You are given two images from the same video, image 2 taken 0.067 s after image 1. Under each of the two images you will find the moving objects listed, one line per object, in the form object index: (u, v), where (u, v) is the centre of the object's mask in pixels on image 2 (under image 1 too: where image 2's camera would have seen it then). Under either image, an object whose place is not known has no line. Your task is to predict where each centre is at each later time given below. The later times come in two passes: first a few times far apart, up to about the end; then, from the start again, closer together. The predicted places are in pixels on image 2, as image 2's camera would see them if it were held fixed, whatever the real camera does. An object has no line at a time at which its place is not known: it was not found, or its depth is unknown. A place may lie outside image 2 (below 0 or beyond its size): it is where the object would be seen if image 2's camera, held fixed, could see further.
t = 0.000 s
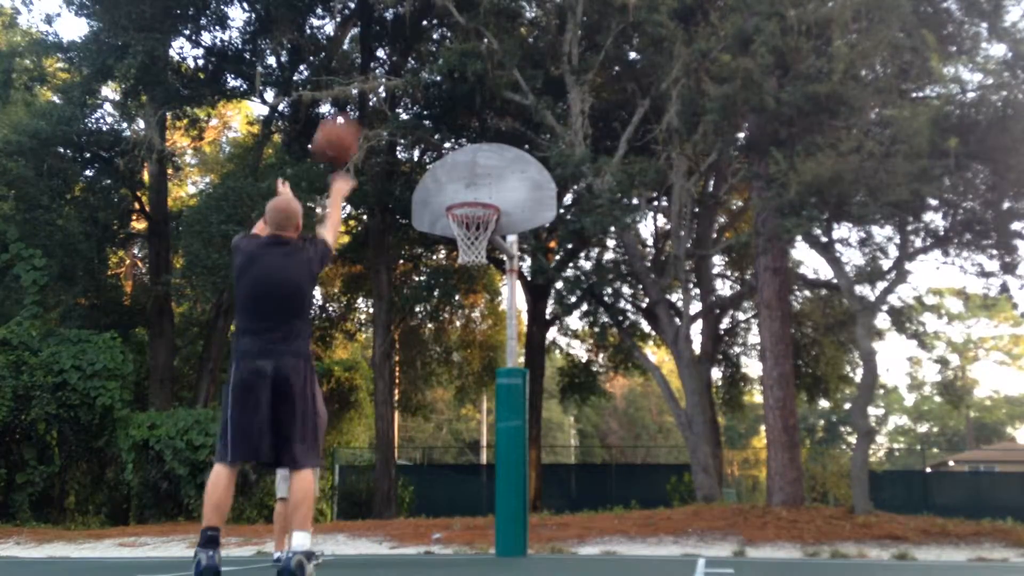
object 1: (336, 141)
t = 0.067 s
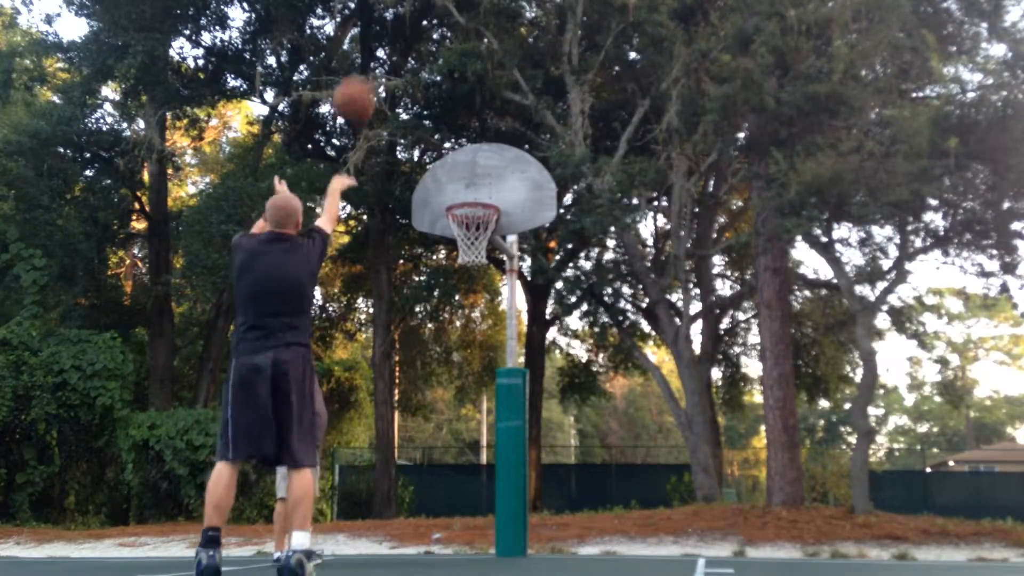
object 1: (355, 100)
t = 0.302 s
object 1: (403, 35)
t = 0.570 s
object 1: (442, 54)
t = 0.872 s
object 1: (475, 161)
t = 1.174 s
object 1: (449, 224)
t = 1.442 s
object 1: (481, 262)
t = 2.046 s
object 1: (544, 524)
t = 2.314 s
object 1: (561, 422)
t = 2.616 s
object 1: (578, 403)
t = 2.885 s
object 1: (597, 467)
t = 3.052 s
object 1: (609, 545)
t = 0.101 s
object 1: (362, 83)
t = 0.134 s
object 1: (370, 70)
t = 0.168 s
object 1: (378, 59)
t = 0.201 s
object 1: (385, 50)
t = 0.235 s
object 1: (391, 43)
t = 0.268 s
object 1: (398, 37)
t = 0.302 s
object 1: (403, 35)
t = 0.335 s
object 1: (408, 33)
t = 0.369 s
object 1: (414, 32)
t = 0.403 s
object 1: (418, 32)
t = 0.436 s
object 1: (424, 34)
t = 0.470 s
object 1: (429, 36)
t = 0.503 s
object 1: (433, 41)
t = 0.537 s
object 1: (438, 47)
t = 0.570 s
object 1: (442, 54)
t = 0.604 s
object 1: (446, 62)
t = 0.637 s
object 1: (451, 71)
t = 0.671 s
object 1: (455, 82)
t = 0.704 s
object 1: (458, 94)
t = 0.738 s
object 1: (462, 104)
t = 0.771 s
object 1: (465, 118)
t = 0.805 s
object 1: (468, 130)
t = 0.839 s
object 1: (472, 144)
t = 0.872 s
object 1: (475, 161)
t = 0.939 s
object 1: (481, 193)
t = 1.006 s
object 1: (470, 218)
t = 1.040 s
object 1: (458, 224)
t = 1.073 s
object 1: (451, 225)
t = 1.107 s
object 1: (447, 225)
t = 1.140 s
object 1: (449, 222)
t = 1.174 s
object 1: (449, 224)
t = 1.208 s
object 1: (451, 222)
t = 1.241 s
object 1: (453, 224)
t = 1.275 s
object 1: (457, 225)
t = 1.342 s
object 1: (463, 233)
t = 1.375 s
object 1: (473, 245)
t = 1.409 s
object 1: (480, 256)
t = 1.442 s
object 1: (481, 262)
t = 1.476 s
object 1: (483, 265)
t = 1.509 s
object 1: (486, 273)
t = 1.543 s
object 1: (490, 282)
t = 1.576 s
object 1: (493, 294)
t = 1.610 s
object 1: (498, 307)
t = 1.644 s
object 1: (503, 322)
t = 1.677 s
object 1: (507, 336)
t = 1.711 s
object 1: (508, 354)
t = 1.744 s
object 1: (514, 372)
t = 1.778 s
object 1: (517, 388)
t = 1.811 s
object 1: (521, 409)
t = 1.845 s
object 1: (525, 430)
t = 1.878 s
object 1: (530, 454)
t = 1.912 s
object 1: (533, 478)
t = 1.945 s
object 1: (537, 507)
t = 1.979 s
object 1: (541, 532)
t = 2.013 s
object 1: (542, 539)
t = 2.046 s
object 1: (544, 524)
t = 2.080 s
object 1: (547, 506)
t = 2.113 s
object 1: (549, 488)
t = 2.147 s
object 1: (551, 475)
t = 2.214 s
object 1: (555, 450)
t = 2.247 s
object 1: (558, 440)
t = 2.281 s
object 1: (559, 431)
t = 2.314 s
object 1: (561, 422)
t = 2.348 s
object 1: (563, 415)
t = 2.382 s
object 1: (565, 409)
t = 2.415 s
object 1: (568, 404)
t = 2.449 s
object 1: (569, 402)
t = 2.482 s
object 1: (571, 399)
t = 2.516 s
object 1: (573, 399)
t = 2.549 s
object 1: (574, 399)
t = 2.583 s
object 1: (576, 400)
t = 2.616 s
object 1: (578, 403)
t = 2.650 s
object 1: (581, 406)
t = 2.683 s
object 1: (583, 412)
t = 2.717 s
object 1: (586, 417)
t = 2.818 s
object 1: (592, 443)
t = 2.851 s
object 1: (595, 454)
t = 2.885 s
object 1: (597, 467)
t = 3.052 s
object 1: (609, 545)
